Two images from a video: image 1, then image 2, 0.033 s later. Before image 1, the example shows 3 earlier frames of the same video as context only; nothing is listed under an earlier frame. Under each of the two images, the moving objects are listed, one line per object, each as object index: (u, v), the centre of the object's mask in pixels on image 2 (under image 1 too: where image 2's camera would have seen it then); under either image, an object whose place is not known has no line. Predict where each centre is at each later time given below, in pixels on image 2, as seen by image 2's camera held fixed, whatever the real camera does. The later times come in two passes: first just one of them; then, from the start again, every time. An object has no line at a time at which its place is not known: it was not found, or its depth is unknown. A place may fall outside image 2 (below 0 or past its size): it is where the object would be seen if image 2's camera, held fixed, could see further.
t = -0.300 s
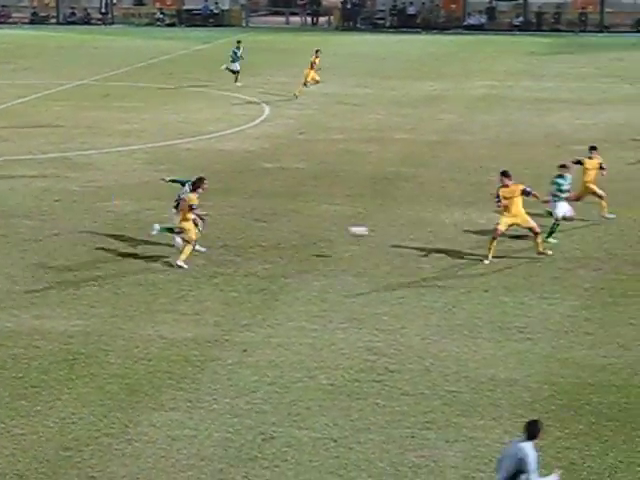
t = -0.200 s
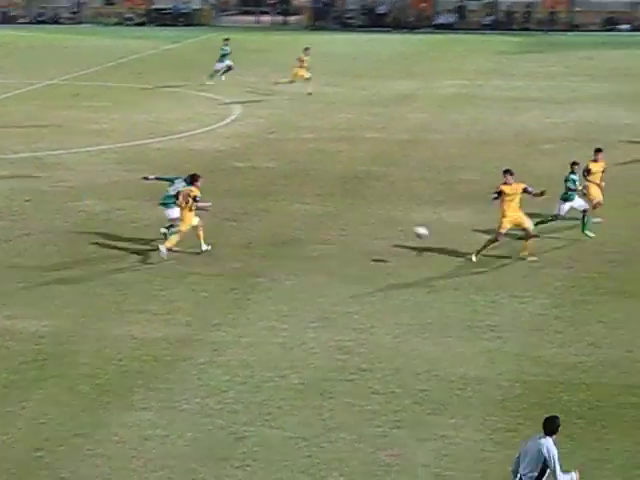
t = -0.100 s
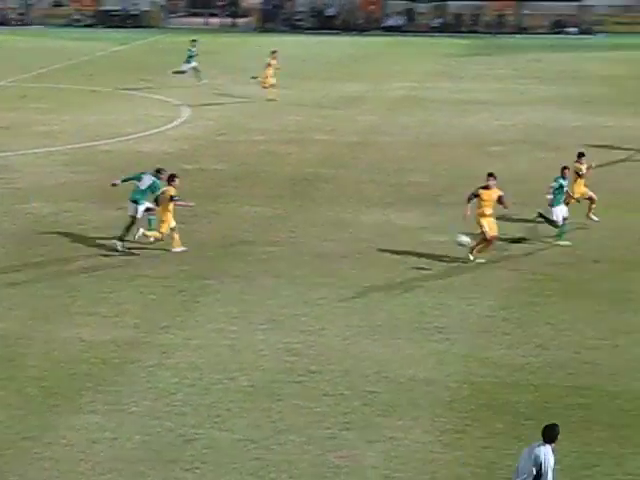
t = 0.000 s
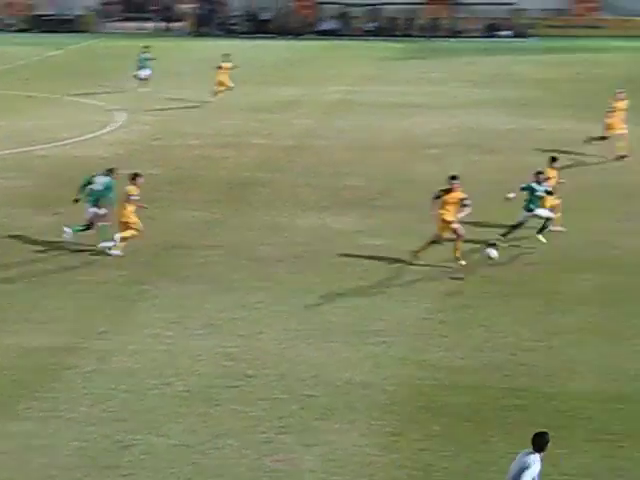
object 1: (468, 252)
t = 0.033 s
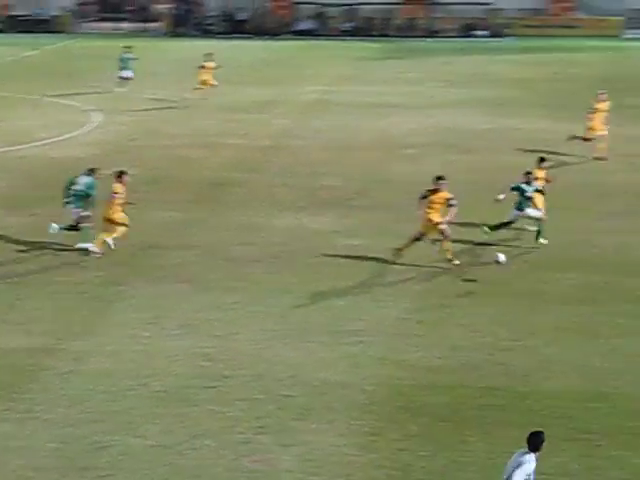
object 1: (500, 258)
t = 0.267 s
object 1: (708, 279)
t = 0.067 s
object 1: (532, 263)
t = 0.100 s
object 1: (563, 270)
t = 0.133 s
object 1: (594, 276)
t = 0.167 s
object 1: (629, 284)
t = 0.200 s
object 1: (657, 285)
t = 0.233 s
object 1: (683, 282)
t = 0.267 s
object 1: (708, 279)
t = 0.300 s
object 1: (733, 277)
